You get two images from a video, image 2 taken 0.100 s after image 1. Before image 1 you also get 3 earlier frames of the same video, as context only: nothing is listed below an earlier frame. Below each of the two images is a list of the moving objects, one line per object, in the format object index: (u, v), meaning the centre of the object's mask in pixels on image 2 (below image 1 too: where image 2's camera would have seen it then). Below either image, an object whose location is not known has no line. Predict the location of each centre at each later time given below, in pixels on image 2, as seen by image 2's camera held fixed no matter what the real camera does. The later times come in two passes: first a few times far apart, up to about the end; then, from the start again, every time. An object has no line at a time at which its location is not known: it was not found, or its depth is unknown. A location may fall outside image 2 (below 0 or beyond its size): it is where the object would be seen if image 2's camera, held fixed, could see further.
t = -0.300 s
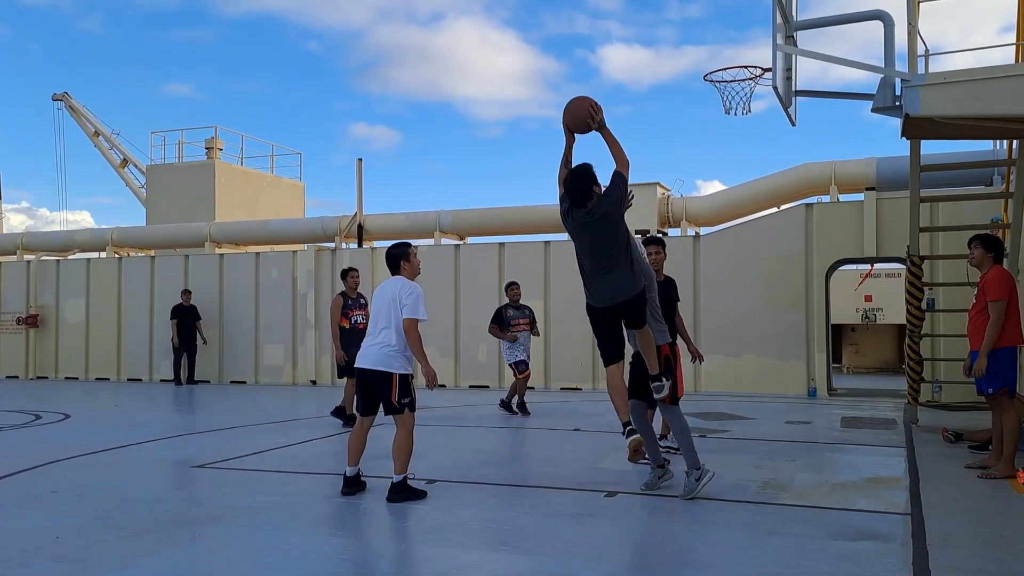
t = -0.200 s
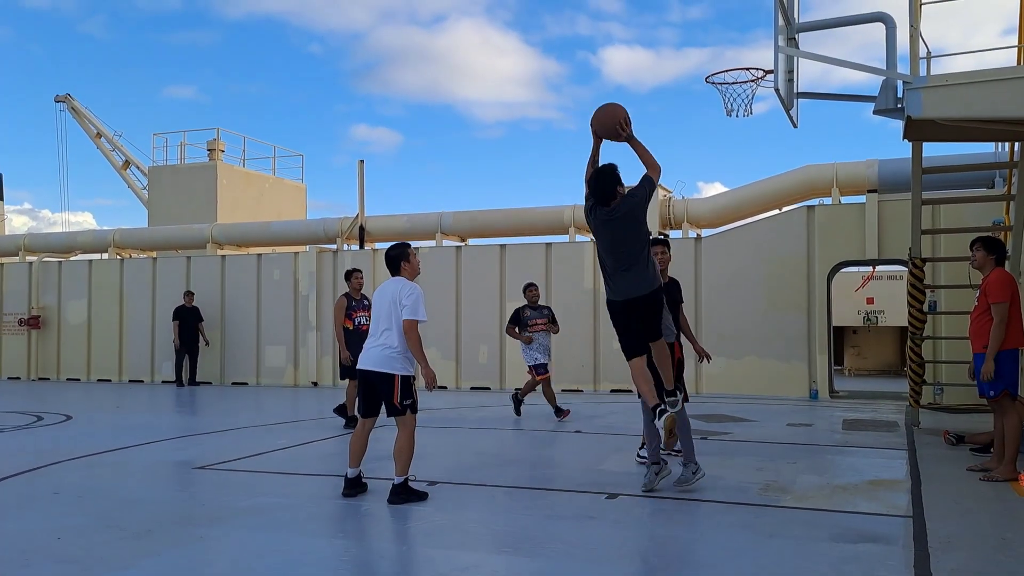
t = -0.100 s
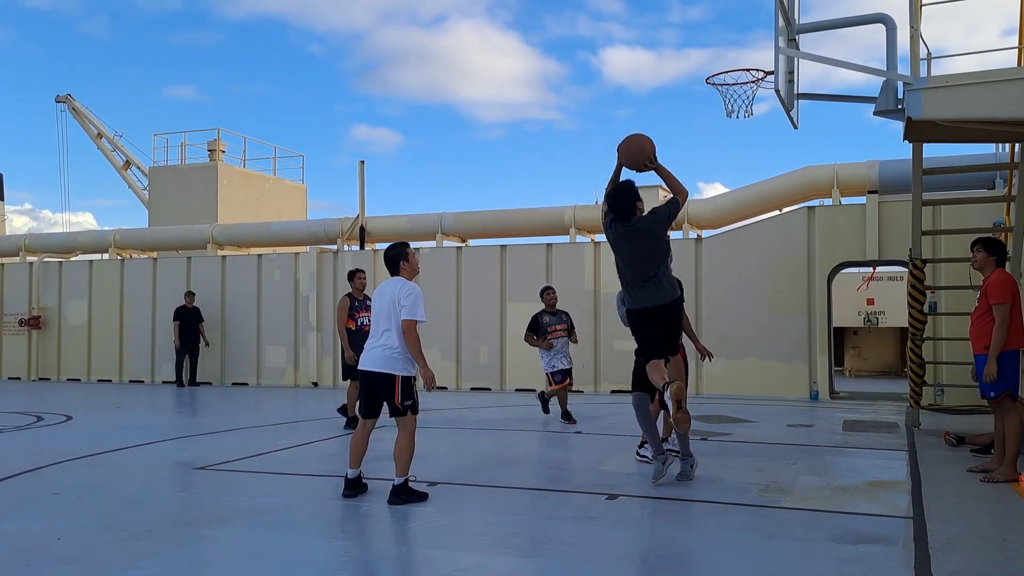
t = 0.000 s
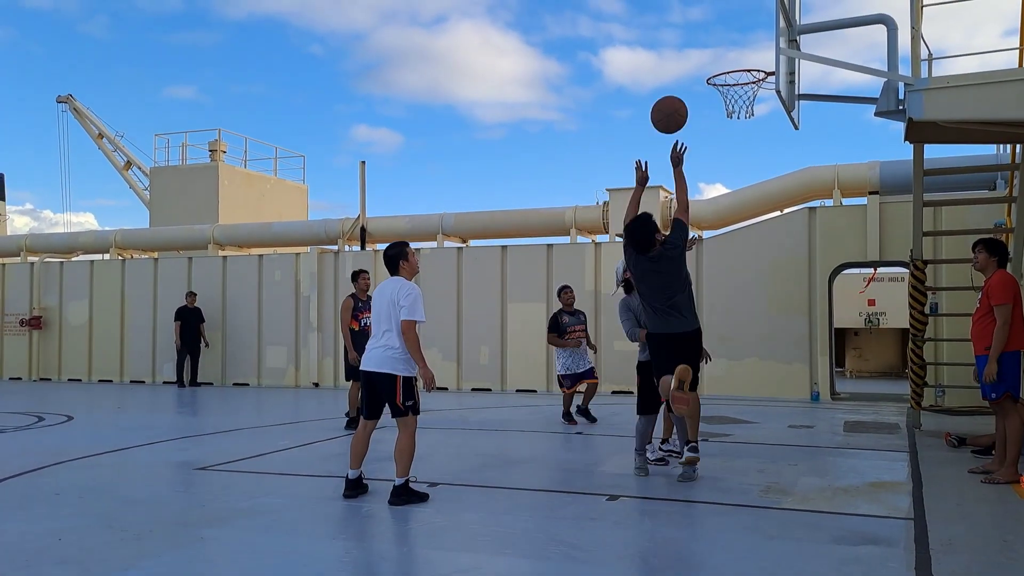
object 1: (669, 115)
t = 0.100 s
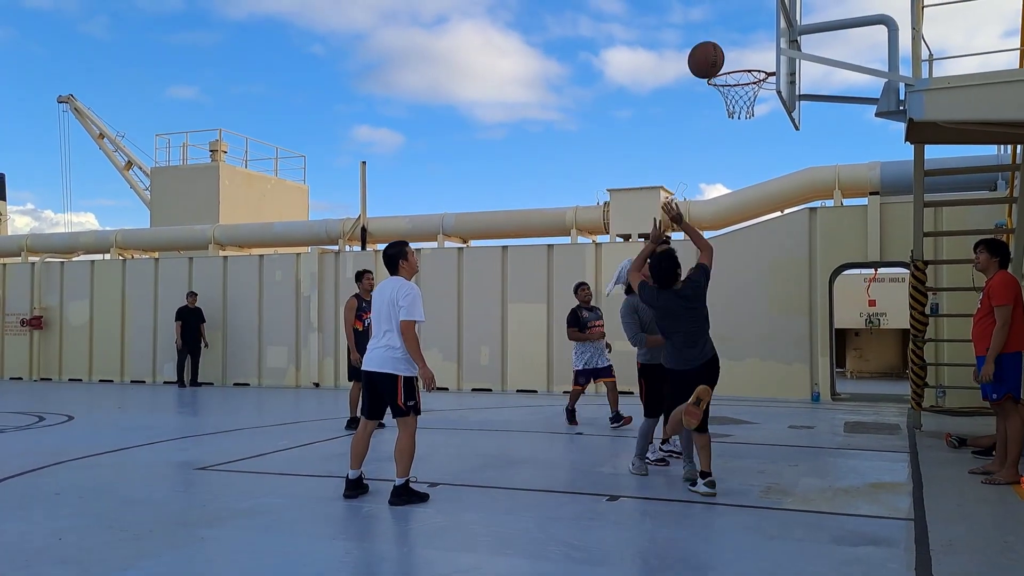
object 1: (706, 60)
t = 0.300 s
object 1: (752, 10)
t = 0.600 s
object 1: (703, 54)
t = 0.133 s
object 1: (718, 45)
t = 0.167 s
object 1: (729, 33)
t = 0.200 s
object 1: (740, 22)
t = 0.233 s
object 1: (751, 15)
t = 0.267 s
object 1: (758, 11)
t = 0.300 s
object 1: (752, 10)
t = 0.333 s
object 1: (746, 10)
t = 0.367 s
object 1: (741, 10)
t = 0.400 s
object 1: (735, 12)
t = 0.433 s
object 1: (729, 14)
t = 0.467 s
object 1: (724, 19)
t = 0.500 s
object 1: (718, 26)
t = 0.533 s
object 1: (713, 34)
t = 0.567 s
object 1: (708, 43)
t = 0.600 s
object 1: (703, 54)
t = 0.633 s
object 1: (699, 65)
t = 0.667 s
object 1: (693, 74)
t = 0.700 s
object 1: (687, 80)
